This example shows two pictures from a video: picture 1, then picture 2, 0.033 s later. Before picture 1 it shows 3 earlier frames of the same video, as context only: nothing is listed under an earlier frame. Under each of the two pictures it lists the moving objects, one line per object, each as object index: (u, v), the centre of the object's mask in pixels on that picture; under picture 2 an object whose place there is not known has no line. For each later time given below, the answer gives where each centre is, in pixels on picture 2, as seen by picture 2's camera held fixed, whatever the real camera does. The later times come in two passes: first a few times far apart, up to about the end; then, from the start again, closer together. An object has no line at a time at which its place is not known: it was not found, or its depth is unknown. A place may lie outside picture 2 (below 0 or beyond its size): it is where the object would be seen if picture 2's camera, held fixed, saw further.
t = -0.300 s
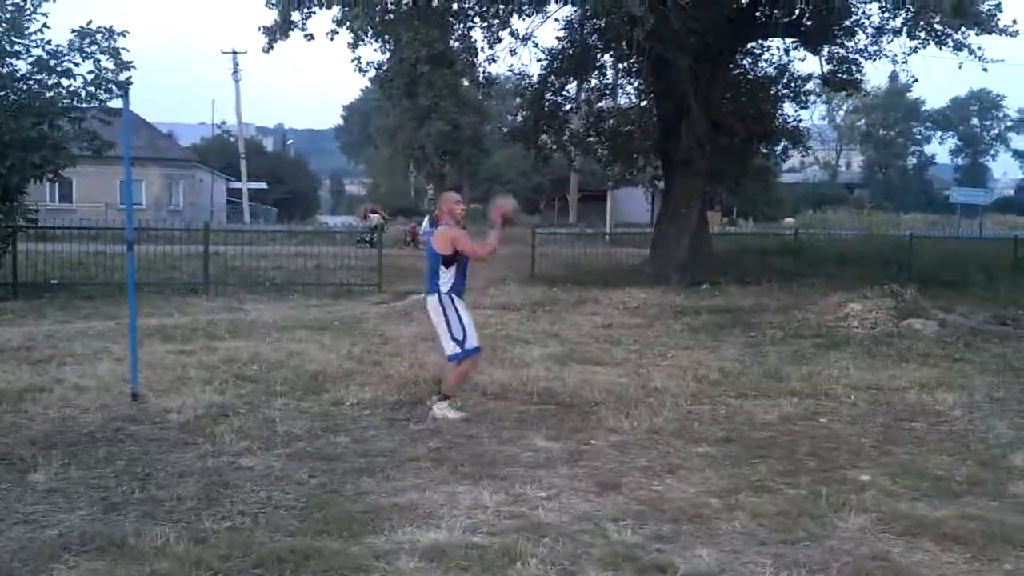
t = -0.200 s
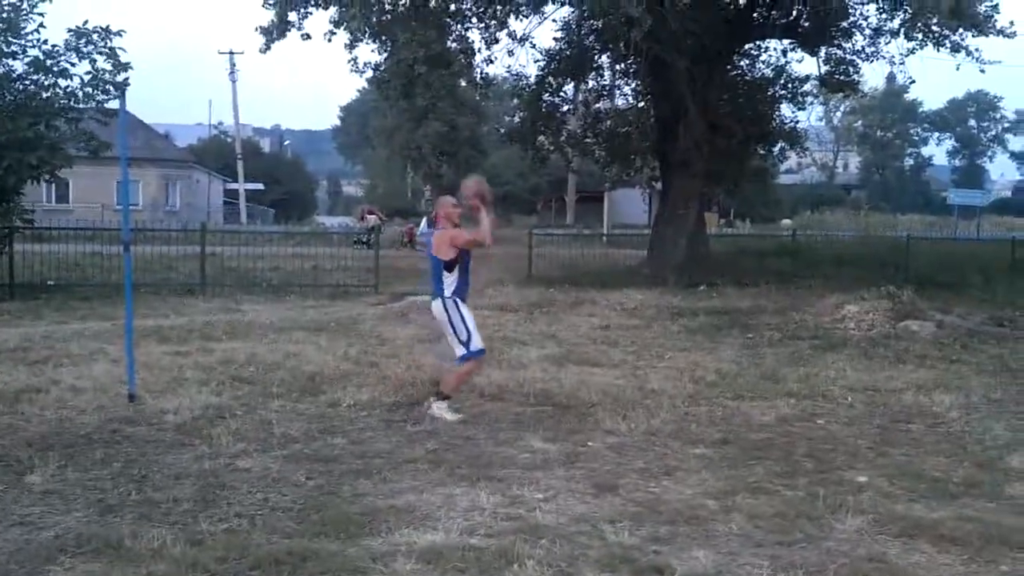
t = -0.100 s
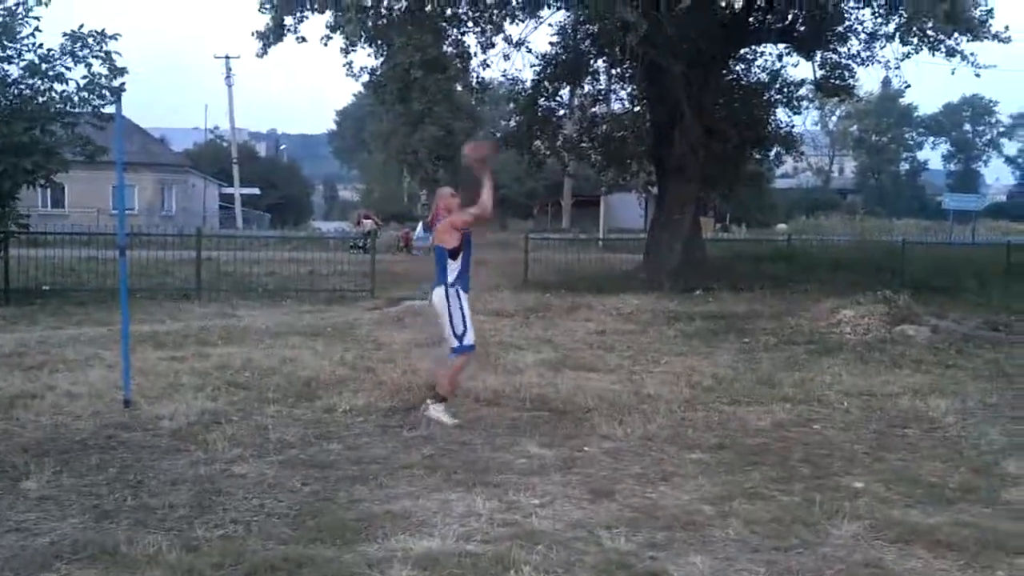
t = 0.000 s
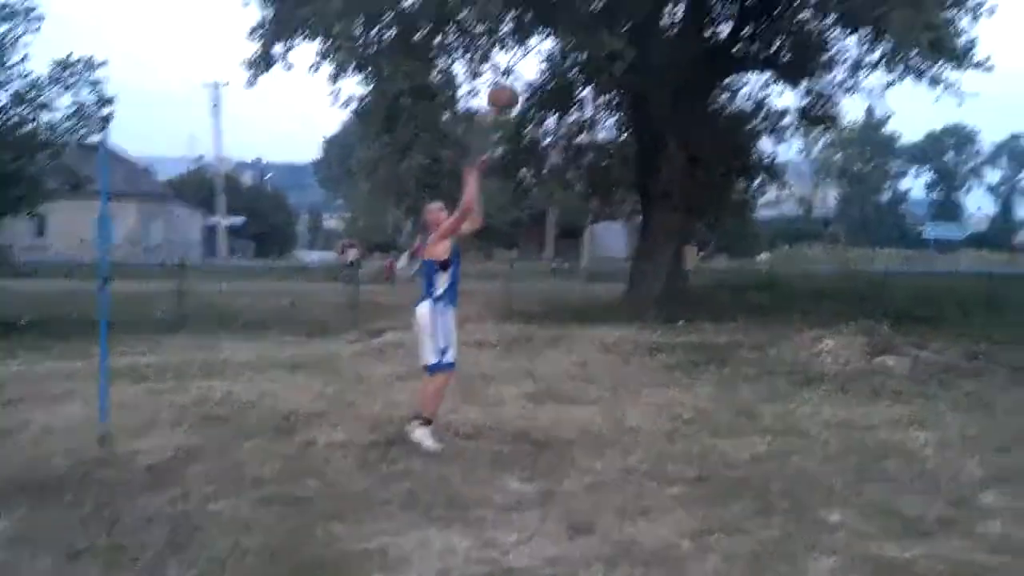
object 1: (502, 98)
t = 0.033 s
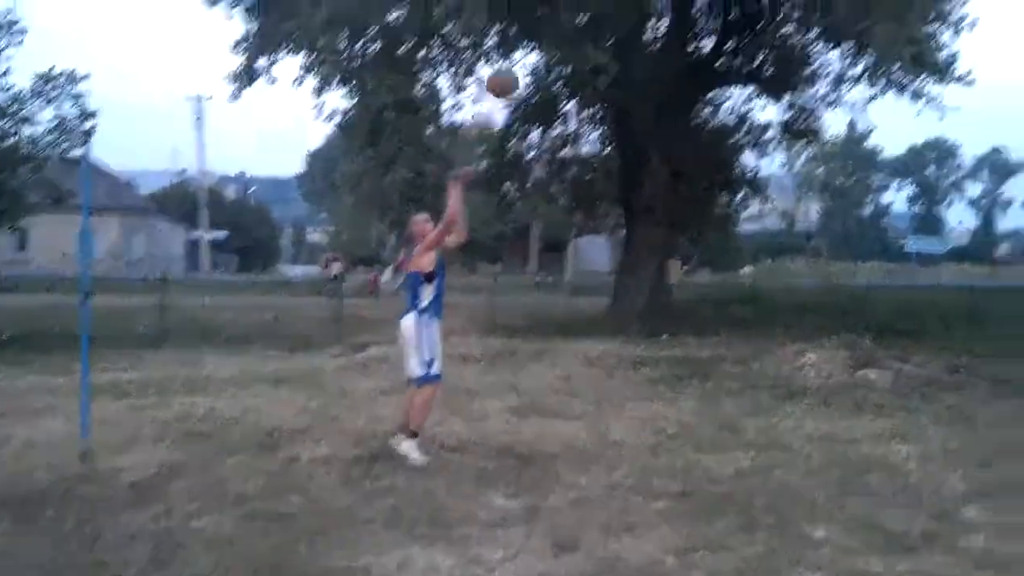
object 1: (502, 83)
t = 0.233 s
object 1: (598, -63)
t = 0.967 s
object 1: (974, -139)
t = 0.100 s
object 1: (532, 27)
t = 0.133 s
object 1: (549, 2)
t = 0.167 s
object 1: (565, -24)
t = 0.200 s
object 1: (582, -45)
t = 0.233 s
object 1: (598, -63)
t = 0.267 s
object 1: (616, -78)
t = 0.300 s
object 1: (634, -97)
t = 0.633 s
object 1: (805, -197)
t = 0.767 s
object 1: (875, -197)
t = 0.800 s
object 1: (888, -194)
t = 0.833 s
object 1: (904, -186)
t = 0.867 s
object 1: (925, -180)
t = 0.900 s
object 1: (940, -167)
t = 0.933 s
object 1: (955, -150)
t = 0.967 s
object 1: (974, -139)
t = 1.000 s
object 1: (990, -120)
